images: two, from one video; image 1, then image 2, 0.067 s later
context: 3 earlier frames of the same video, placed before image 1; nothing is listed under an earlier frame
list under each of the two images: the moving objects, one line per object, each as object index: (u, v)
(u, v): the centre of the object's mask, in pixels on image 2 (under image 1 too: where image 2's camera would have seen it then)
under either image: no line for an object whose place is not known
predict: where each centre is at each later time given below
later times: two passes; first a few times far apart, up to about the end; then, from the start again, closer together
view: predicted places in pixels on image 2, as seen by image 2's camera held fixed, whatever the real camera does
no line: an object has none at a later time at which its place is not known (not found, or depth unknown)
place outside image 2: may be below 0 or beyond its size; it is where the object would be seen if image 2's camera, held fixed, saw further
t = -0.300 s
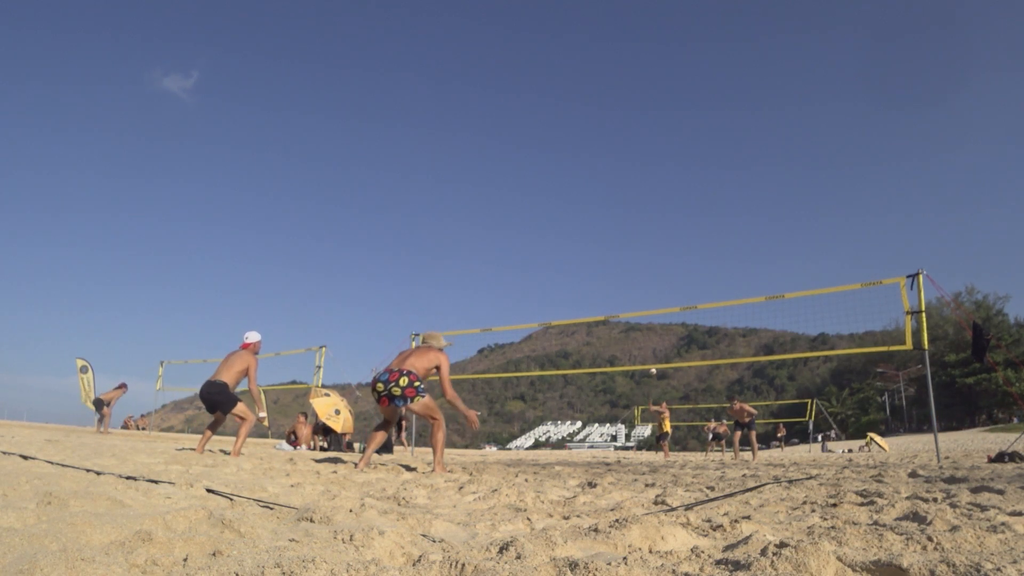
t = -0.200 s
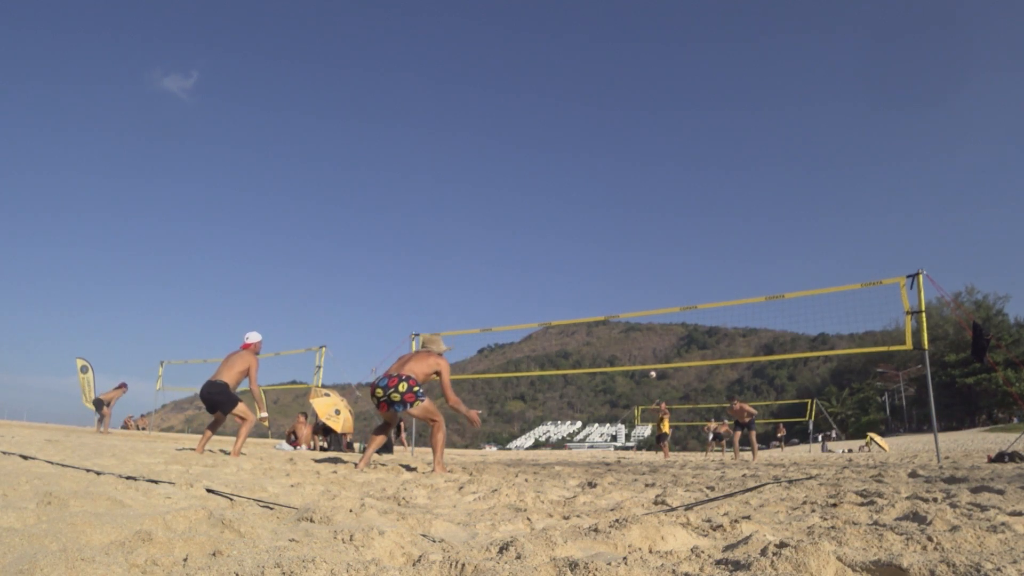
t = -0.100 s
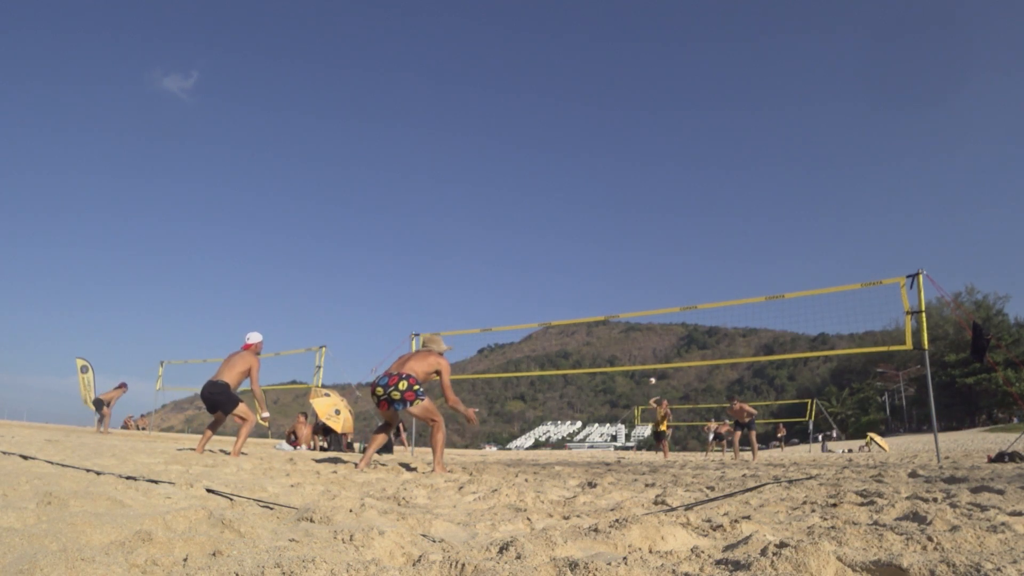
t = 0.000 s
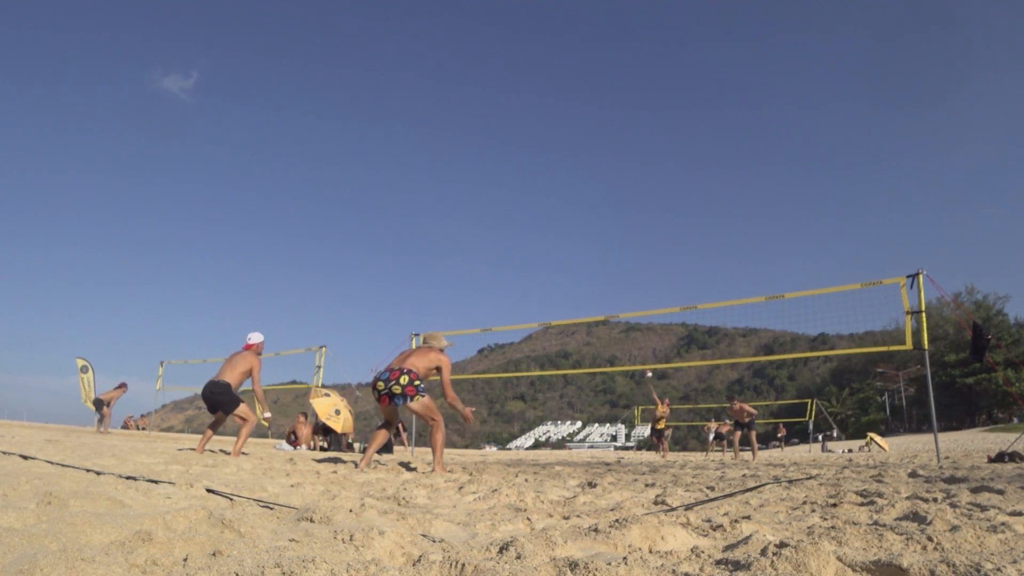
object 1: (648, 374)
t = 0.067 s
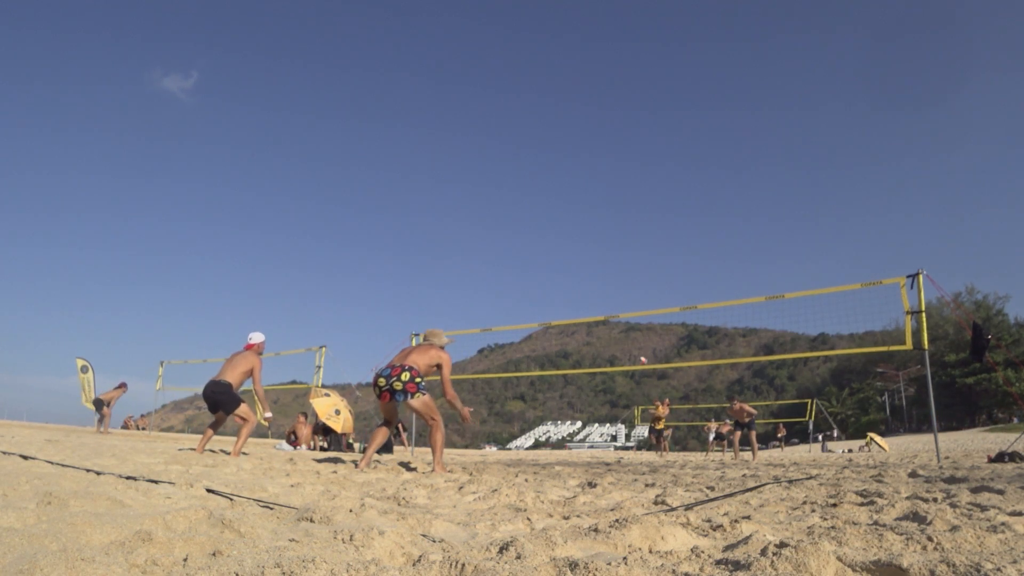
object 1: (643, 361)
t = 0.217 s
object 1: (630, 333)
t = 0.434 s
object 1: (605, 304)
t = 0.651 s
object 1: (572, 292)
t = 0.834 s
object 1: (533, 301)
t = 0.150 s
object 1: (636, 345)
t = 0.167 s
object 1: (635, 342)
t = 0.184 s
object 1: (633, 339)
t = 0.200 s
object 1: (631, 336)
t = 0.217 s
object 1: (630, 333)
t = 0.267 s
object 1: (624, 326)
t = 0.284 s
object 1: (623, 324)
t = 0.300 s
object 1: (621, 321)
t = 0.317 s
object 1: (619, 320)
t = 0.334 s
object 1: (617, 316)
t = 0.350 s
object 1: (615, 313)
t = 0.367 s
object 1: (613, 311)
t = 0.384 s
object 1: (611, 310)
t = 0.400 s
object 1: (609, 308)
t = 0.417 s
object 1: (607, 307)
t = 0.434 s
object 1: (605, 304)
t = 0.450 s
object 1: (603, 303)
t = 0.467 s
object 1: (600, 301)
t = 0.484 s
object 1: (598, 300)
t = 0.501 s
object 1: (596, 299)
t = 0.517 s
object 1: (593, 298)
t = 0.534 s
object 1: (591, 296)
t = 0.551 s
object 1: (588, 296)
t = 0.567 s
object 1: (585, 295)
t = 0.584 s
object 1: (583, 294)
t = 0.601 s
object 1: (580, 293)
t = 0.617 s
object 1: (577, 293)
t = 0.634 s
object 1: (574, 292)
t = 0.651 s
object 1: (572, 292)
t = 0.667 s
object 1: (569, 292)
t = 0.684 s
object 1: (566, 292)
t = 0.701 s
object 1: (562, 292)
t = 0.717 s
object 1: (559, 293)
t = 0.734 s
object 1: (556, 293)
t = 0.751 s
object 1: (553, 294)
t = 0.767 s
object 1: (549, 295)
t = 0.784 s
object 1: (545, 296)
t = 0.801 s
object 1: (541, 298)
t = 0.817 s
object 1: (537, 300)
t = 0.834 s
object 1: (533, 301)
